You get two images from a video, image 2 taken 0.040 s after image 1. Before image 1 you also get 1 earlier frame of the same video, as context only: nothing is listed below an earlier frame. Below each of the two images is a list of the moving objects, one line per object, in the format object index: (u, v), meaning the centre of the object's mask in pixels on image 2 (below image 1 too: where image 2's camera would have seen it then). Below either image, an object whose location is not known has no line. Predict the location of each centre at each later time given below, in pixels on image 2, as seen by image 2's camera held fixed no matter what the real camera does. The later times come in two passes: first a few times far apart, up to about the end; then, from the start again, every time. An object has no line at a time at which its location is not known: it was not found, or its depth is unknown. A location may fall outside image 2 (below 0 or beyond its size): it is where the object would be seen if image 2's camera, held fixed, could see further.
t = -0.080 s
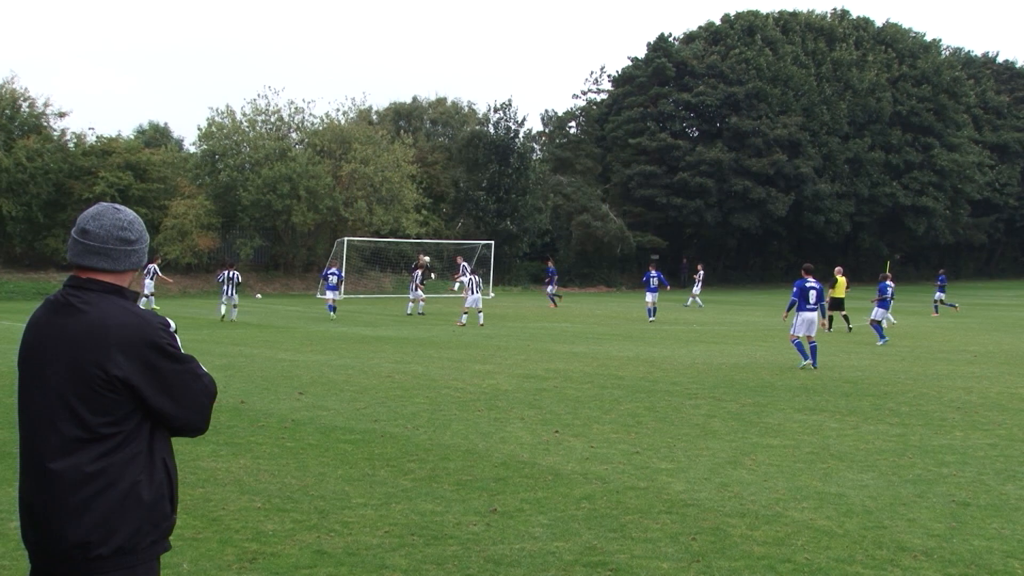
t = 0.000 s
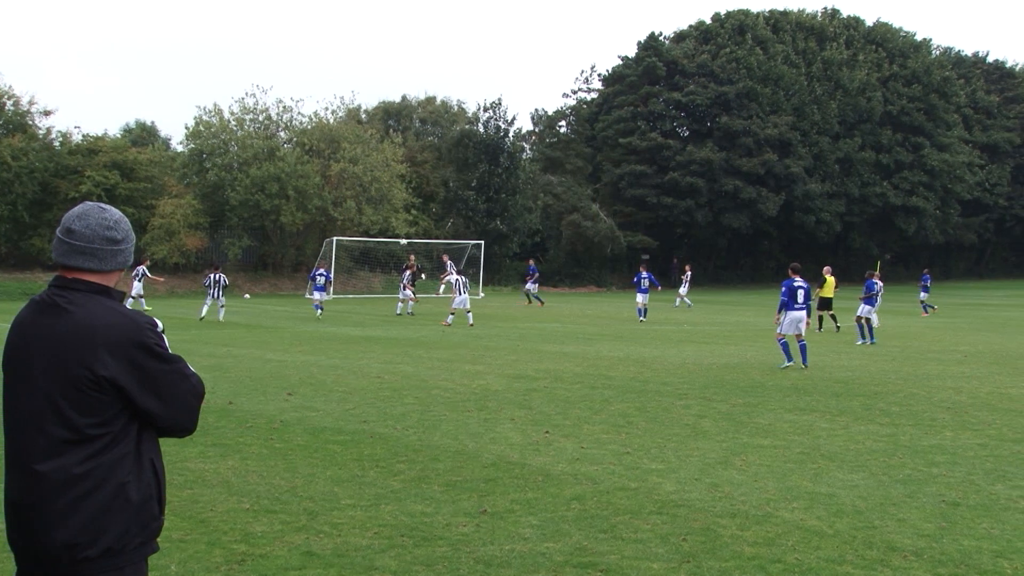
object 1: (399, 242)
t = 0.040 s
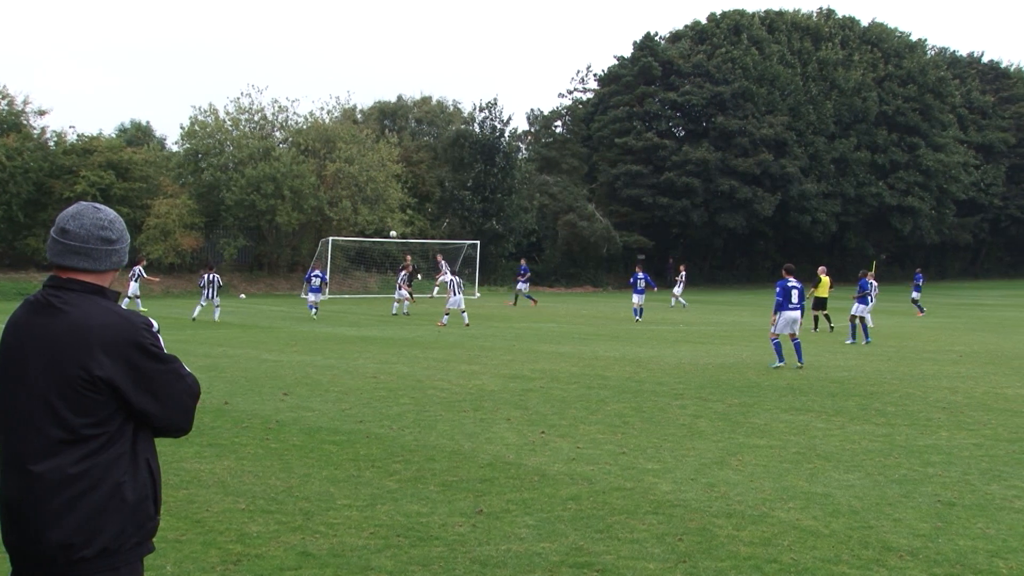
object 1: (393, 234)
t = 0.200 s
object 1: (371, 205)
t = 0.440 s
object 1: (343, 174)
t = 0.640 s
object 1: (323, 162)
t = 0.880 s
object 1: (305, 170)
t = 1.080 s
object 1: (294, 200)
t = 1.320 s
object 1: (284, 273)
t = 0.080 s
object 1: (387, 226)
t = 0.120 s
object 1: (382, 219)
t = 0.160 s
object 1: (376, 212)
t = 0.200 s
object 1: (371, 205)
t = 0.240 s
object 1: (366, 199)
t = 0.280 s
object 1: (361, 193)
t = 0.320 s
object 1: (356, 187)
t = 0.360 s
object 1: (351, 182)
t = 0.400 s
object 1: (347, 178)
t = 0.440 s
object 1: (343, 174)
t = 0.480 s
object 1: (339, 170)
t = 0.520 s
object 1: (334, 167)
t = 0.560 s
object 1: (330, 165)
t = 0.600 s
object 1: (327, 163)
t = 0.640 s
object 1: (323, 162)
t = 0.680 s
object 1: (320, 161)
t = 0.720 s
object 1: (316, 161)
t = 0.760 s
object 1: (314, 162)
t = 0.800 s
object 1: (310, 164)
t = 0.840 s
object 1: (308, 166)
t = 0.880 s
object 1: (305, 170)
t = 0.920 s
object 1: (303, 174)
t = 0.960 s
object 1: (300, 179)
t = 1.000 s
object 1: (298, 185)
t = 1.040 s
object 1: (296, 192)
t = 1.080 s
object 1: (294, 200)
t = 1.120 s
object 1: (292, 209)
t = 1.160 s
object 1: (291, 219)
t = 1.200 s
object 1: (289, 231)
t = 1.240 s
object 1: (287, 244)
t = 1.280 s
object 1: (286, 258)
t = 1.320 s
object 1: (284, 273)
